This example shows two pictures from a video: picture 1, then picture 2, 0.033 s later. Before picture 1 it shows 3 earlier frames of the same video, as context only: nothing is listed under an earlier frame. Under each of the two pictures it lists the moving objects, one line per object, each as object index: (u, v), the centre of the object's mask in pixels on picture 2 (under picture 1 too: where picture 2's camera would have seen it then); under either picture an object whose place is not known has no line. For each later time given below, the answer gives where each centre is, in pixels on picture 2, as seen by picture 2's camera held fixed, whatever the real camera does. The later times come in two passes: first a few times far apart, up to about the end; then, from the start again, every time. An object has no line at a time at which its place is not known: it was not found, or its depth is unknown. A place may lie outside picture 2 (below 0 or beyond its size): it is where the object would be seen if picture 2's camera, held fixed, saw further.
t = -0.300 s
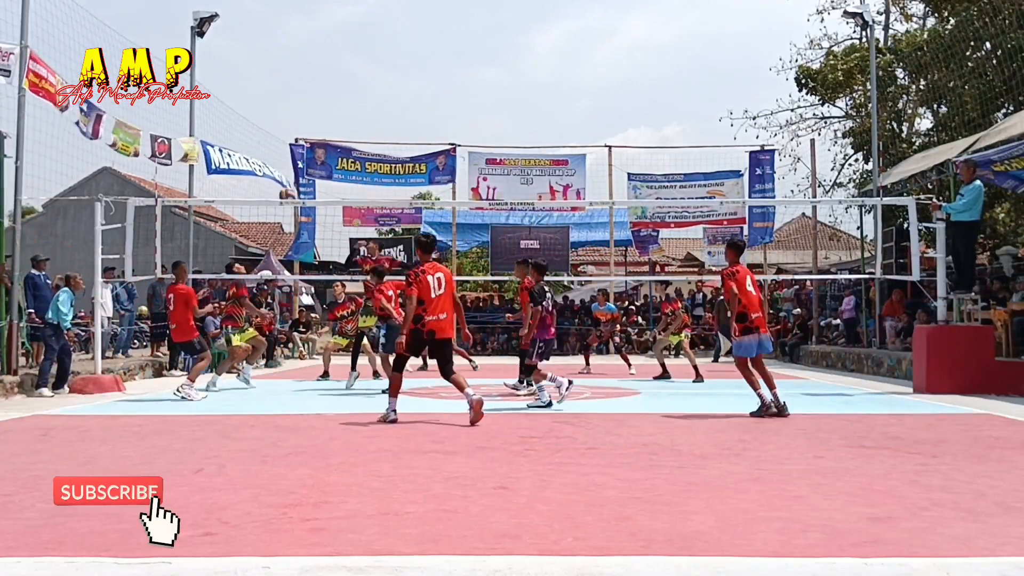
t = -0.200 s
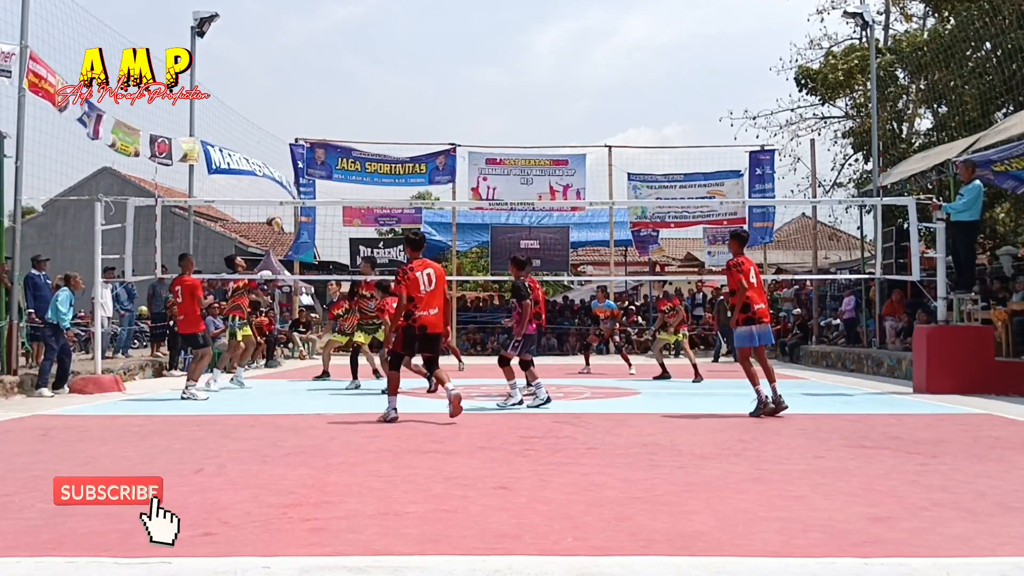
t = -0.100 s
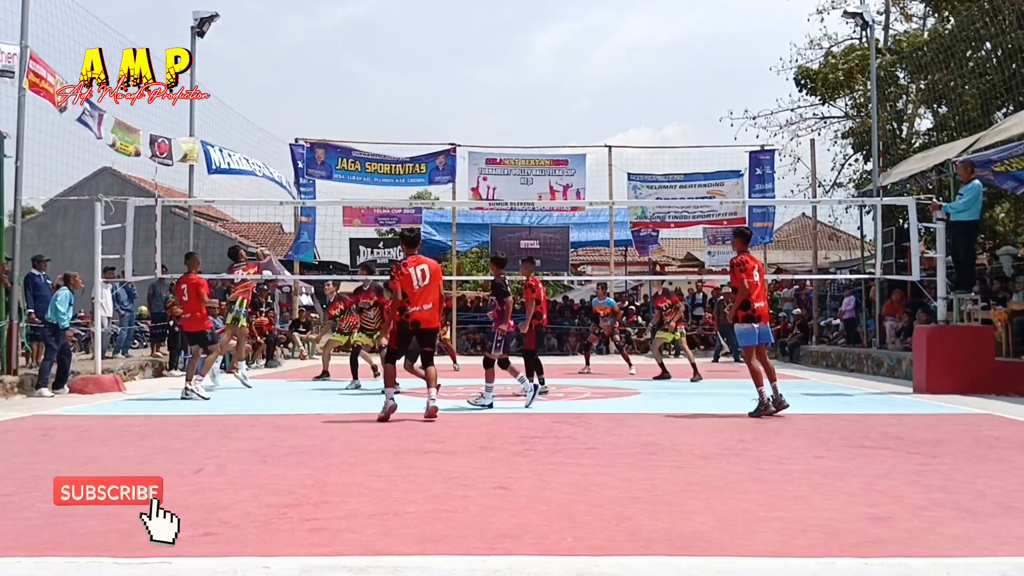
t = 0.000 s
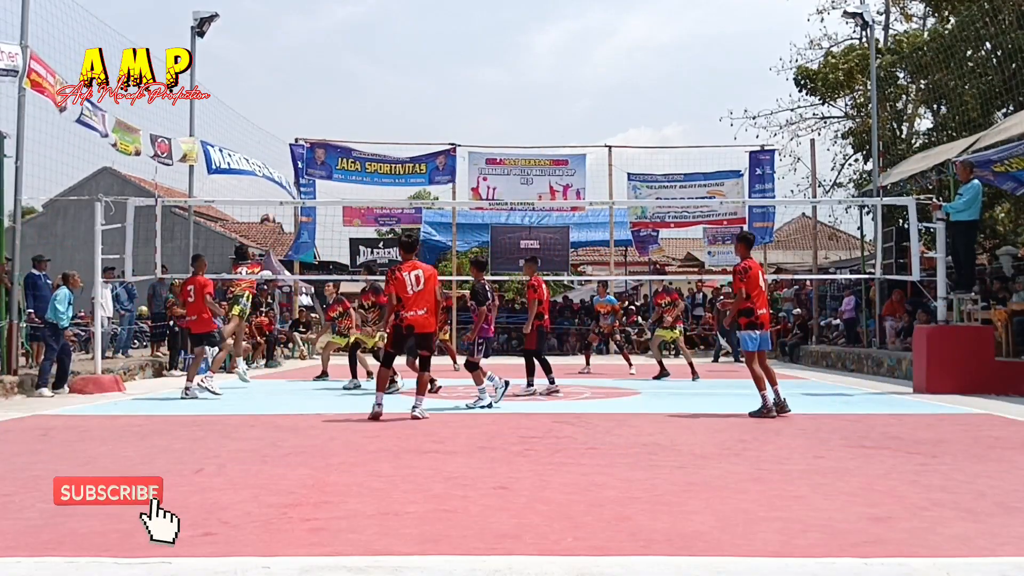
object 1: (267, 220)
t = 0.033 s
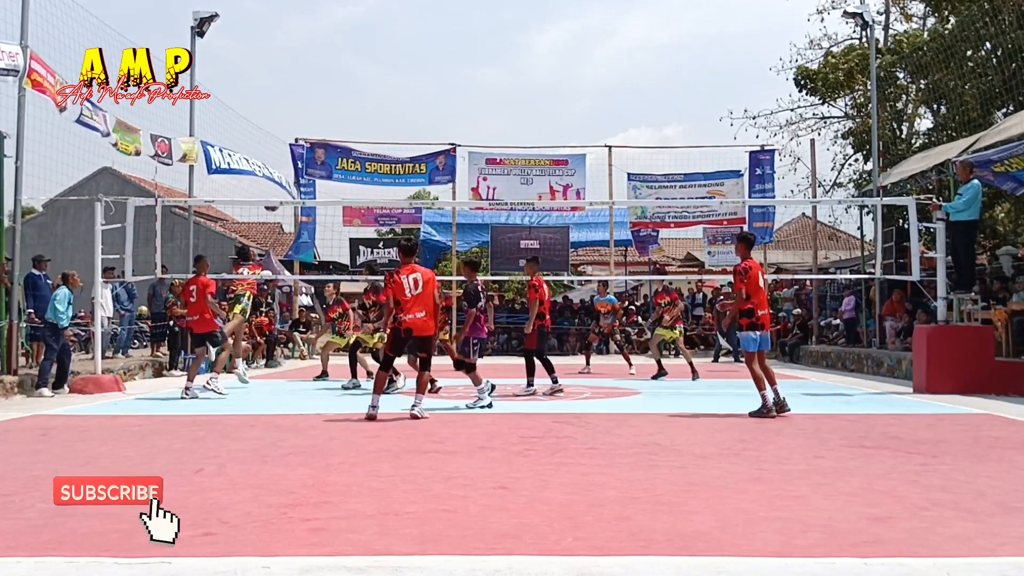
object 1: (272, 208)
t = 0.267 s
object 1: (295, 116)
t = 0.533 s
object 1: (323, 63)
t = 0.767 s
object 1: (349, 60)
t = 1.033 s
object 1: (379, 105)
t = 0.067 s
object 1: (274, 190)
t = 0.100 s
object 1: (277, 176)
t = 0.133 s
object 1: (281, 162)
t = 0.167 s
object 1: (284, 149)
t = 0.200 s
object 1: (288, 137)
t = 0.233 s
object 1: (291, 126)
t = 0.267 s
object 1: (295, 116)
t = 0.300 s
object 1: (298, 106)
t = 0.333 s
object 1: (302, 98)
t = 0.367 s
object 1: (305, 90)
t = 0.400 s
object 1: (309, 83)
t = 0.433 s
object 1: (313, 77)
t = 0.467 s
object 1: (316, 72)
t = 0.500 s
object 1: (320, 67)
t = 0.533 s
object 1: (323, 63)
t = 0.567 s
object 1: (327, 60)
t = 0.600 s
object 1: (331, 58)
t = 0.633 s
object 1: (334, 57)
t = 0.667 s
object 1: (338, 57)
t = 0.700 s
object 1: (341, 57)
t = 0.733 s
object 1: (345, 58)
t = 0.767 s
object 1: (349, 60)
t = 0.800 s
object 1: (353, 63)
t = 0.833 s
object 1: (357, 66)
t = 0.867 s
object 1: (360, 71)
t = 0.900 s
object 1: (364, 76)
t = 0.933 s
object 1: (368, 82)
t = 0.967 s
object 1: (372, 89)
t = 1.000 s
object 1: (375, 96)
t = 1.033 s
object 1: (379, 105)
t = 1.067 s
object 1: (384, 114)
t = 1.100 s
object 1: (387, 124)
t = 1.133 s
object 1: (391, 135)
